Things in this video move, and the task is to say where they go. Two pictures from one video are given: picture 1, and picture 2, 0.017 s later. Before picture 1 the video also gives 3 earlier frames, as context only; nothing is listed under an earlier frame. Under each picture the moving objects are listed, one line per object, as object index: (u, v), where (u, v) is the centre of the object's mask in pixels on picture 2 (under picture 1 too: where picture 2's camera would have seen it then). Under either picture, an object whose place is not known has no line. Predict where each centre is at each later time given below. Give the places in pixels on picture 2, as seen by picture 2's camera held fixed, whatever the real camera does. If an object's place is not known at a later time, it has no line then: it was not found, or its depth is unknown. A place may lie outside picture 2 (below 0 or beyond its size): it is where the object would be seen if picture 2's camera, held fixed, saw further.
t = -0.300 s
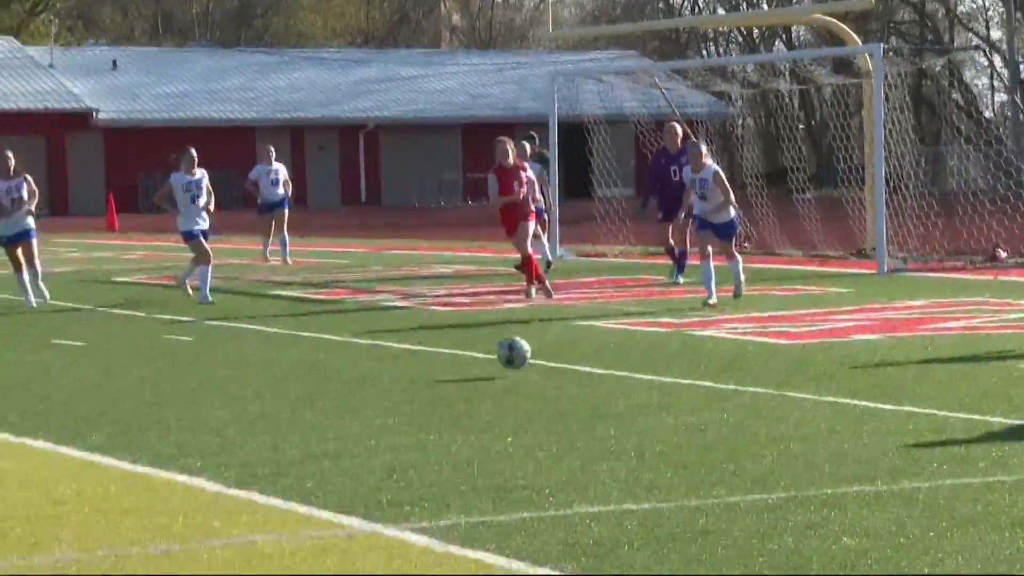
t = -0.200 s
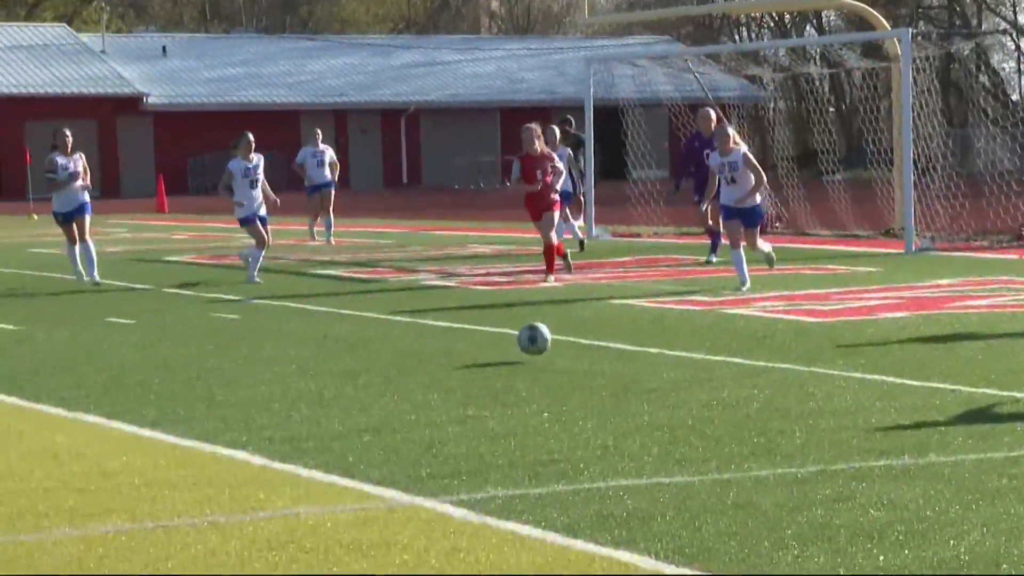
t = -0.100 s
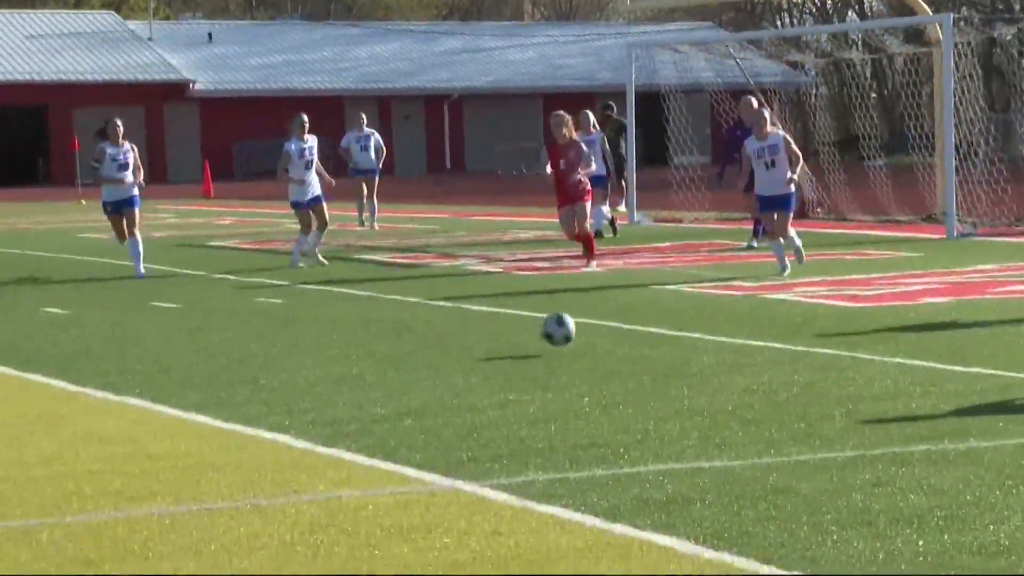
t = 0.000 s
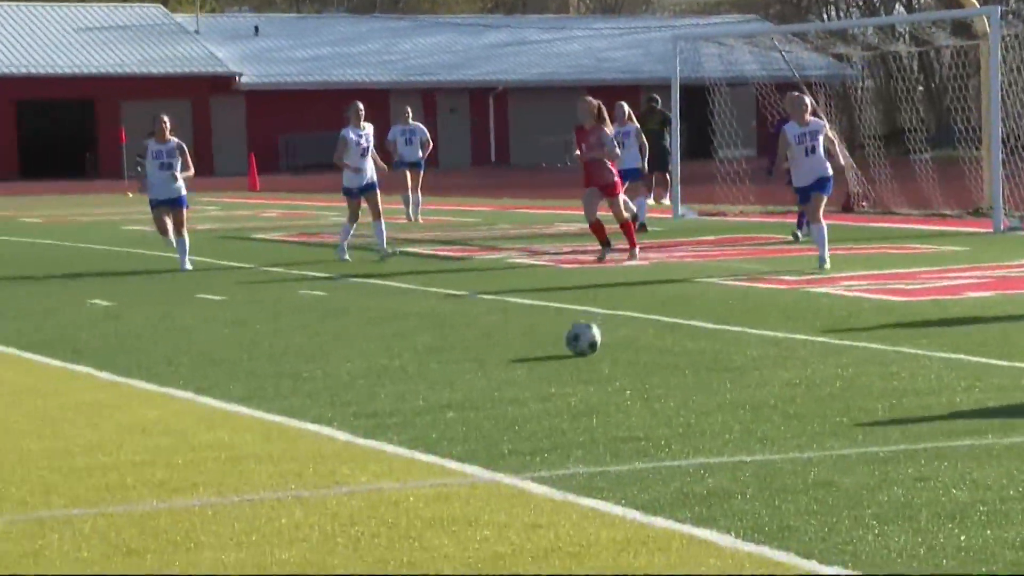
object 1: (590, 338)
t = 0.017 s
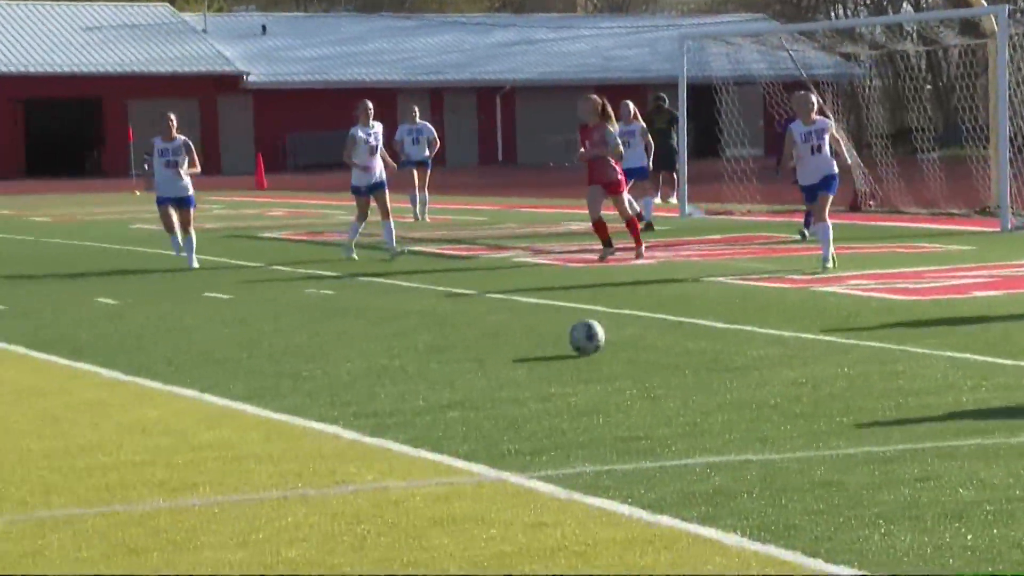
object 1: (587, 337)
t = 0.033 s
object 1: (582, 336)
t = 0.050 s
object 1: (580, 336)
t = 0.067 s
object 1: (576, 336)
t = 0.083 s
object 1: (573, 338)
